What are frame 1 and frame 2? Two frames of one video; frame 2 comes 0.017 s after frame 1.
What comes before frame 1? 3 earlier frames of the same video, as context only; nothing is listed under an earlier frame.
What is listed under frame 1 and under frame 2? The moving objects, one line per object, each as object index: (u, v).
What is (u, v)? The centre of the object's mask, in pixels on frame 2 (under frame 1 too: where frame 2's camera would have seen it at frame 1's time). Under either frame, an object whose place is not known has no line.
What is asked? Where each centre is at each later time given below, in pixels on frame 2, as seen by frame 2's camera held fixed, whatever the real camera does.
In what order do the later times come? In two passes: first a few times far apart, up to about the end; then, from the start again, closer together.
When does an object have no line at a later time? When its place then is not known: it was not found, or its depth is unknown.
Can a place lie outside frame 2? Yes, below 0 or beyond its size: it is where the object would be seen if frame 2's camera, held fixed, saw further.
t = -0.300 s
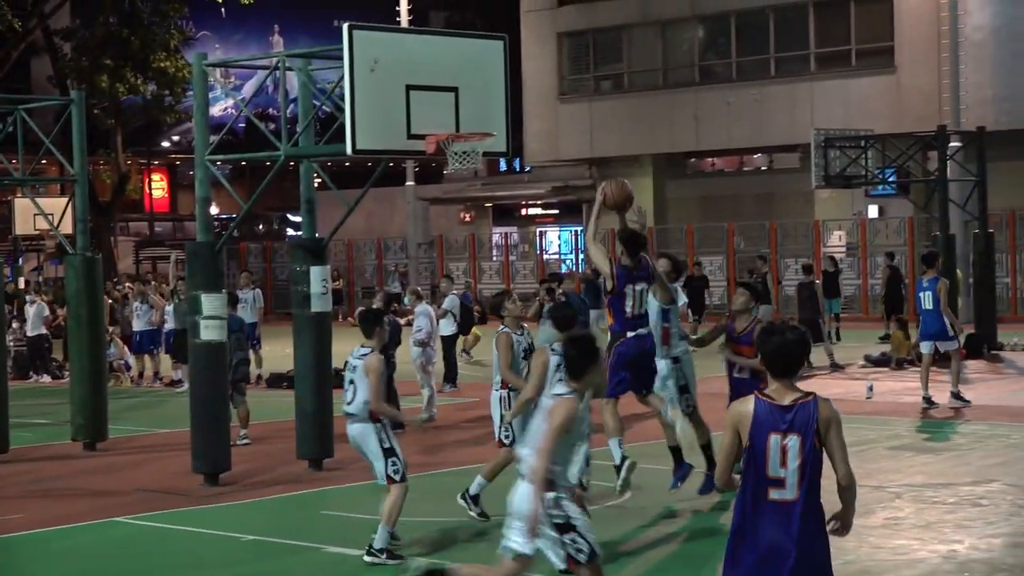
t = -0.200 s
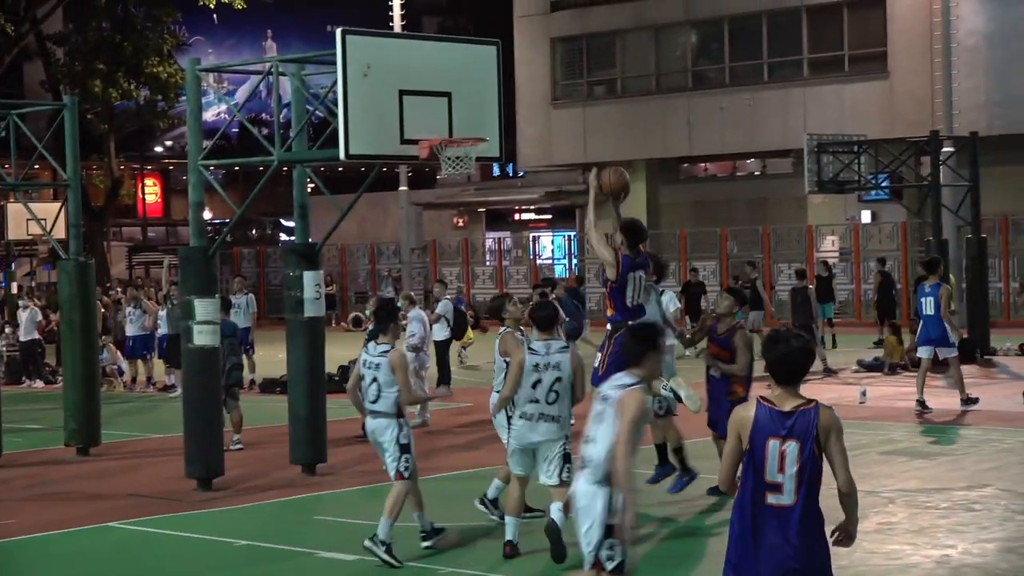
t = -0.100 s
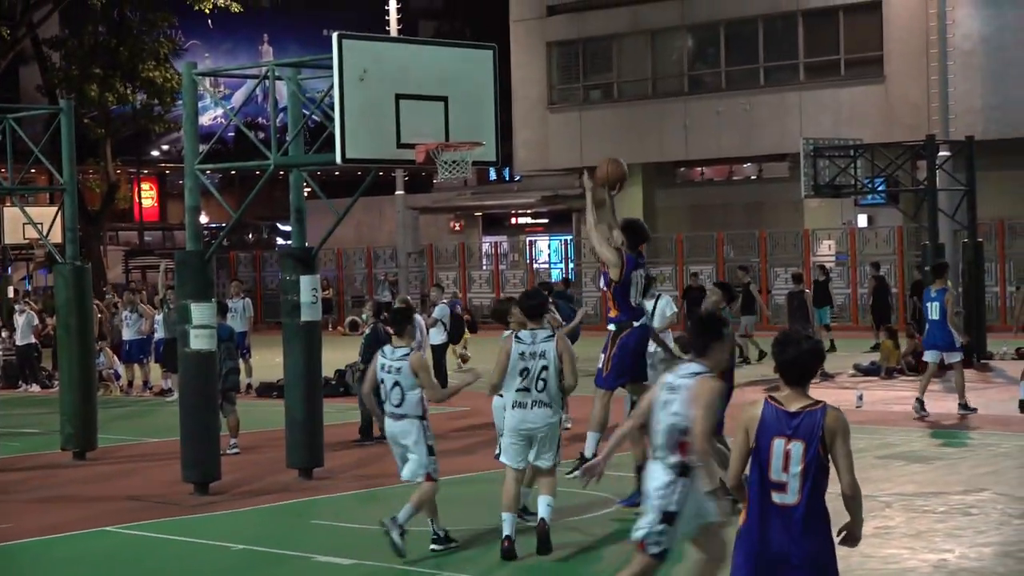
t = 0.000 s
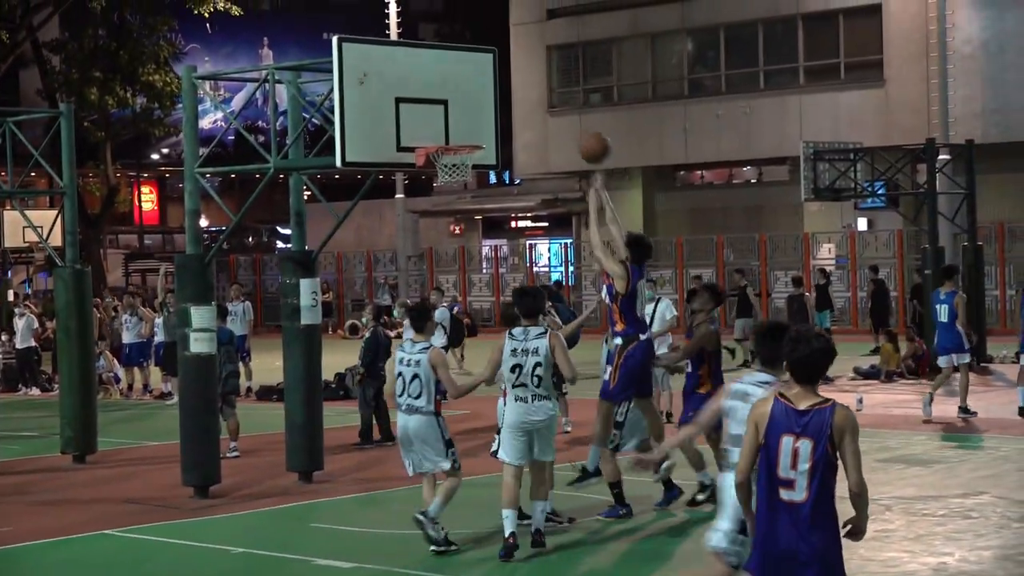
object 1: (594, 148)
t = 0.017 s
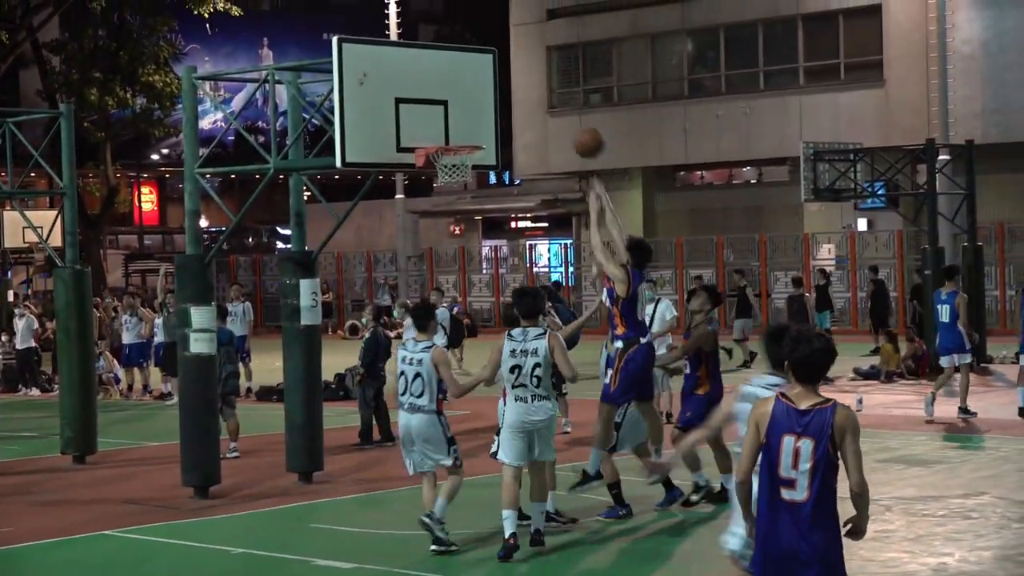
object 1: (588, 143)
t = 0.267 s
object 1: (504, 96)
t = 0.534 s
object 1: (424, 130)
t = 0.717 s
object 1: (455, 109)
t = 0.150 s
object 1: (542, 107)
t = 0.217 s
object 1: (519, 98)
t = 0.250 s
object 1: (509, 96)
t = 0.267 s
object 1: (504, 96)
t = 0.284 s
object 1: (499, 95)
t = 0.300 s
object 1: (494, 95)
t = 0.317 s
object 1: (489, 96)
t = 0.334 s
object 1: (484, 96)
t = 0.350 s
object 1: (478, 98)
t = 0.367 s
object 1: (473, 99)
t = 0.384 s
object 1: (468, 101)
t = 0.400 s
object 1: (463, 103)
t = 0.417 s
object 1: (458, 105)
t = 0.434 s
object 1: (453, 108)
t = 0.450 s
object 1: (449, 111)
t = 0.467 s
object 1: (444, 114)
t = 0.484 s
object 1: (438, 118)
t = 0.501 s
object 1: (434, 121)
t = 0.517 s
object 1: (429, 125)
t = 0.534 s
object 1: (424, 130)
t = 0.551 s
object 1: (423, 134)
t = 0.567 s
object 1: (426, 132)
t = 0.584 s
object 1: (429, 128)
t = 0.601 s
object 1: (432, 125)
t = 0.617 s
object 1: (436, 122)
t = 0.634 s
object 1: (439, 119)
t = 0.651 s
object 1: (442, 116)
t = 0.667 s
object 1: (445, 114)
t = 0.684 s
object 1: (449, 112)
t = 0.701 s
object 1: (452, 110)
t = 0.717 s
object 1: (455, 109)
